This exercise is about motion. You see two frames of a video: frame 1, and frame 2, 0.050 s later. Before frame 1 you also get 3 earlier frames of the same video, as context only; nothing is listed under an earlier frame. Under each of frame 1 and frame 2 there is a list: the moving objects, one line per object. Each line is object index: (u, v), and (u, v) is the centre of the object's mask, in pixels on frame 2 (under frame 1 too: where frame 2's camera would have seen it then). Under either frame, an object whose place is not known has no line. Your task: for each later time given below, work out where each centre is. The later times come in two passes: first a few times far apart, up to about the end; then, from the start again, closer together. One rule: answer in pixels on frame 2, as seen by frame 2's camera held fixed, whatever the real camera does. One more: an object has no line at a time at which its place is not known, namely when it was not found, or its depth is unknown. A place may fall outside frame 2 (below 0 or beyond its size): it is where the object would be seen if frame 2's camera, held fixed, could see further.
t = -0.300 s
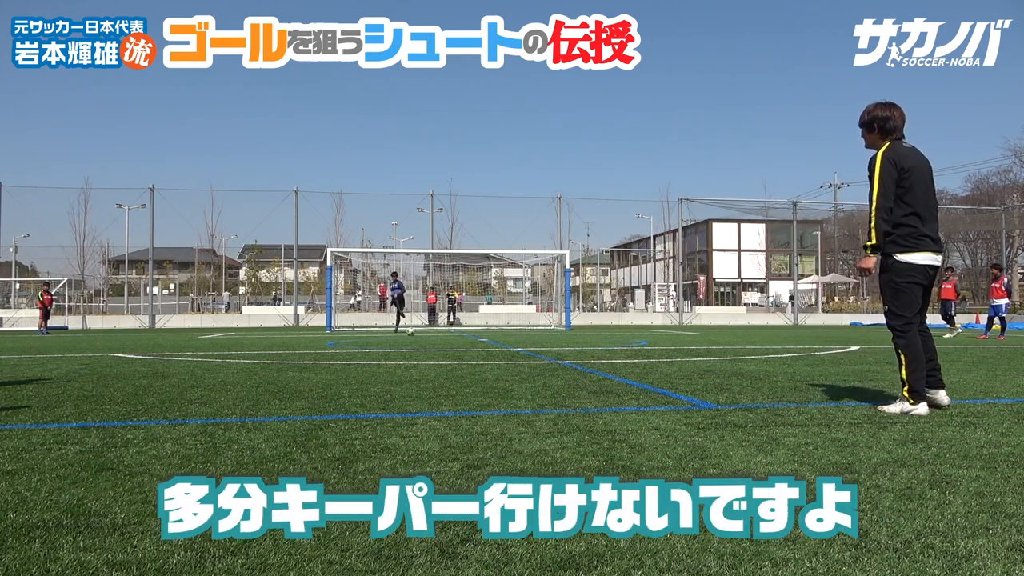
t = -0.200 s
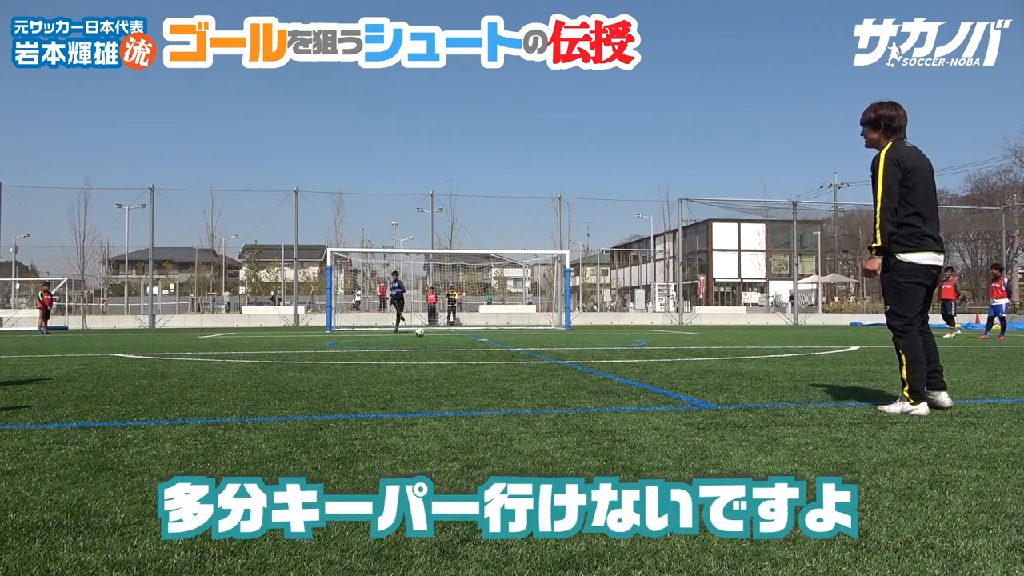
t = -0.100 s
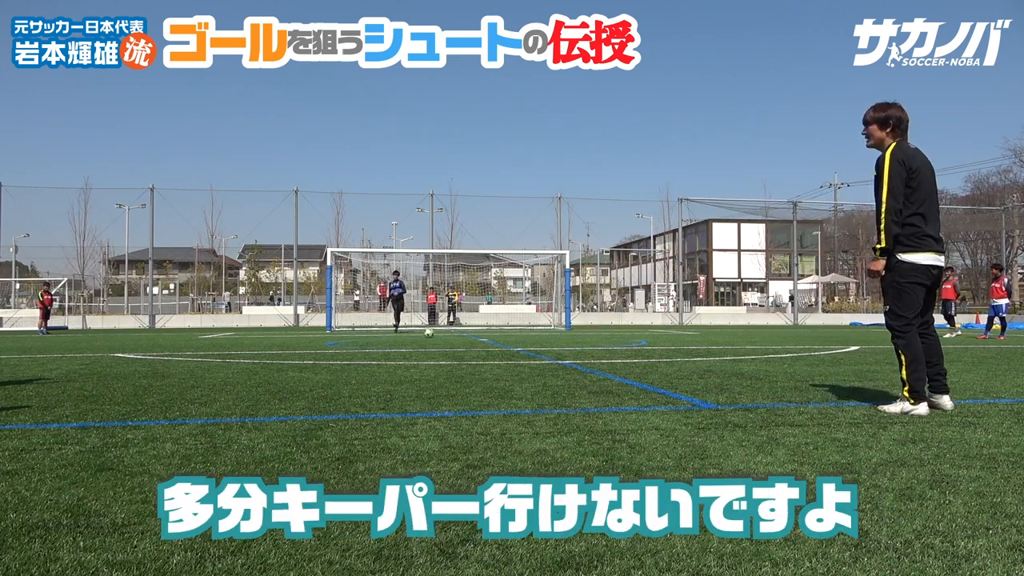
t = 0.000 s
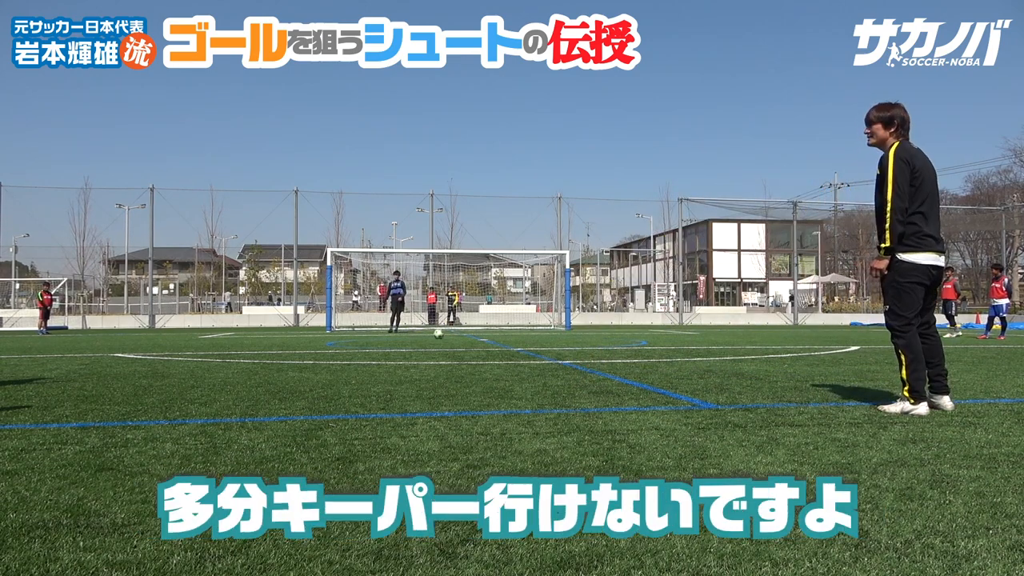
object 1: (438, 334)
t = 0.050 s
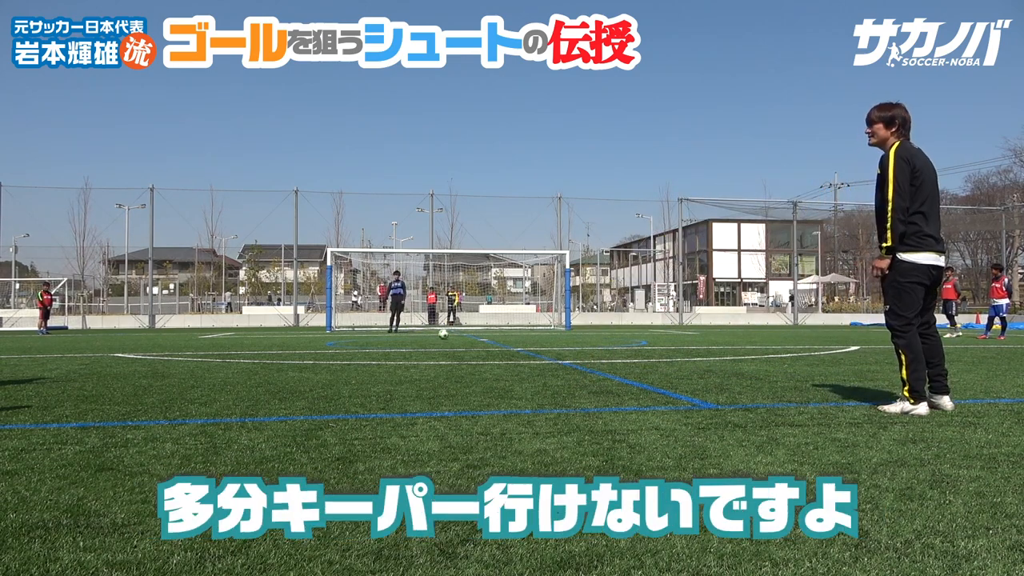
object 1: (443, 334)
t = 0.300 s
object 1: (469, 337)
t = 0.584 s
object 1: (506, 340)
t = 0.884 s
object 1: (556, 344)
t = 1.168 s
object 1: (618, 351)
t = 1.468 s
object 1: (708, 358)
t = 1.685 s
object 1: (798, 366)
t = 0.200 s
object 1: (459, 335)
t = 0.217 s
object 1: (460, 335)
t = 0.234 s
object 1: (462, 335)
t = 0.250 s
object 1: (464, 336)
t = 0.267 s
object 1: (466, 337)
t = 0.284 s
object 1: (468, 337)
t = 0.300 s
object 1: (469, 337)
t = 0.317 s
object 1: (472, 336)
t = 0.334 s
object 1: (473, 336)
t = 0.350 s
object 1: (476, 337)
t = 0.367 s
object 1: (478, 337)
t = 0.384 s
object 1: (480, 337)
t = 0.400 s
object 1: (482, 338)
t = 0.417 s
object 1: (484, 338)
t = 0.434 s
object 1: (486, 338)
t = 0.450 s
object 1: (488, 338)
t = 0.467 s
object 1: (490, 338)
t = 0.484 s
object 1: (492, 339)
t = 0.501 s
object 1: (494, 338)
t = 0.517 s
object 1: (497, 339)
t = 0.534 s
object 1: (499, 340)
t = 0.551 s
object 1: (502, 340)
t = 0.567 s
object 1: (504, 340)
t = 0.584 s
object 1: (506, 340)
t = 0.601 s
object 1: (509, 340)
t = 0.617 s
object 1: (511, 341)
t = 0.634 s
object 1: (514, 341)
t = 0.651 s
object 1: (516, 341)
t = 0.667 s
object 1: (519, 341)
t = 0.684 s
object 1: (521, 341)
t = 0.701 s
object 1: (524, 341)
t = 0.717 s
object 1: (527, 341)
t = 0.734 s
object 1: (529, 342)
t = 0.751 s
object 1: (532, 343)
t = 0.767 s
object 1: (535, 343)
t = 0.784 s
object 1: (538, 343)
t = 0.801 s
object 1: (541, 343)
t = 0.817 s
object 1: (544, 343)
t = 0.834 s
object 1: (547, 343)
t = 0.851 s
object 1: (550, 344)
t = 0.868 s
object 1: (553, 345)
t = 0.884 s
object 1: (556, 344)
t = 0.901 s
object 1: (559, 345)
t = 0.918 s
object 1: (563, 345)
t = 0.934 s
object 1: (566, 345)
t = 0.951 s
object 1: (569, 345)
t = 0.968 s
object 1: (573, 346)
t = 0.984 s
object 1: (576, 347)
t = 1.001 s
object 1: (580, 347)
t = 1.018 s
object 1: (583, 347)
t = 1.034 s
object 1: (587, 347)
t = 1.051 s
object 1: (590, 347)
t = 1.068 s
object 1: (594, 348)
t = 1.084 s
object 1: (598, 349)
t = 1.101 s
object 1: (602, 349)
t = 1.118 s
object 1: (605, 350)
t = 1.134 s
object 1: (609, 349)
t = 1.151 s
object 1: (613, 350)
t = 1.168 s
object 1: (618, 351)
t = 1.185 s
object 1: (622, 350)
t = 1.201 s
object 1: (627, 351)
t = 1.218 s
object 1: (631, 351)
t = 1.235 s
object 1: (635, 352)
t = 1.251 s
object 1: (640, 352)
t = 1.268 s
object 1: (644, 353)
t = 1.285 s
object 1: (649, 353)
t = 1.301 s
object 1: (654, 354)
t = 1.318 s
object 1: (659, 354)
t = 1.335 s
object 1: (664, 355)
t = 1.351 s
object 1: (669, 355)
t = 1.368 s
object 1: (674, 356)
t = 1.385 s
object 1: (680, 356)
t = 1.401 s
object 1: (685, 356)
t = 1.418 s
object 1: (690, 357)
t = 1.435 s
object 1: (696, 357)
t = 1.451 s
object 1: (702, 358)
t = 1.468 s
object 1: (708, 358)
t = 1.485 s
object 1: (713, 359)
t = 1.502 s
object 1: (720, 360)
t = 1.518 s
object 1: (727, 360)
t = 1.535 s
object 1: (732, 360)
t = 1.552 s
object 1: (739, 361)
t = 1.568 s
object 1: (746, 362)
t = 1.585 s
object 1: (753, 363)
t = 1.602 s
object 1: (761, 363)
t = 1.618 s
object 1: (768, 363)
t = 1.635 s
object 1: (775, 364)
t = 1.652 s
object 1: (782, 364)
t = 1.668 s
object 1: (791, 365)
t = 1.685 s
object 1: (798, 366)
